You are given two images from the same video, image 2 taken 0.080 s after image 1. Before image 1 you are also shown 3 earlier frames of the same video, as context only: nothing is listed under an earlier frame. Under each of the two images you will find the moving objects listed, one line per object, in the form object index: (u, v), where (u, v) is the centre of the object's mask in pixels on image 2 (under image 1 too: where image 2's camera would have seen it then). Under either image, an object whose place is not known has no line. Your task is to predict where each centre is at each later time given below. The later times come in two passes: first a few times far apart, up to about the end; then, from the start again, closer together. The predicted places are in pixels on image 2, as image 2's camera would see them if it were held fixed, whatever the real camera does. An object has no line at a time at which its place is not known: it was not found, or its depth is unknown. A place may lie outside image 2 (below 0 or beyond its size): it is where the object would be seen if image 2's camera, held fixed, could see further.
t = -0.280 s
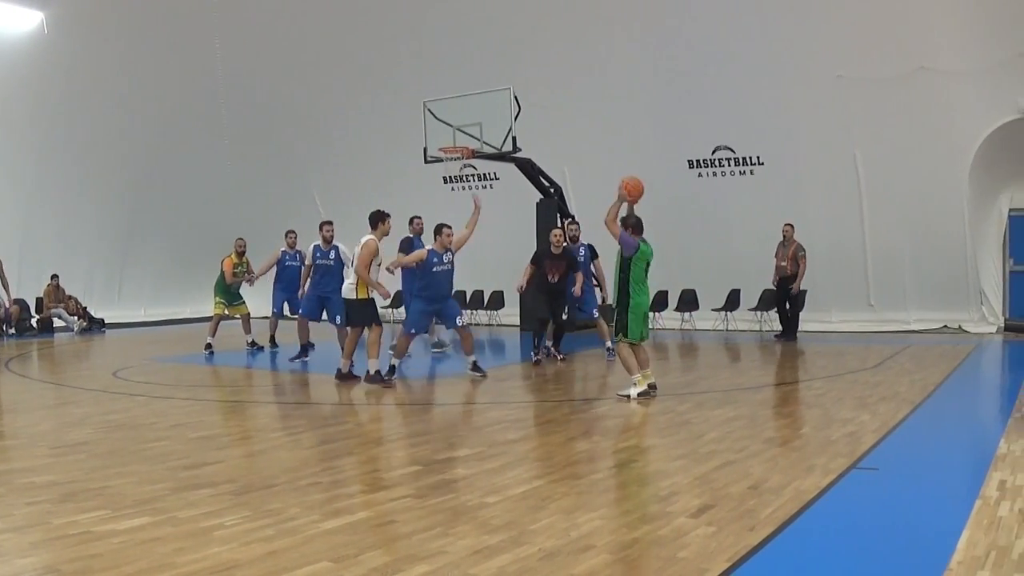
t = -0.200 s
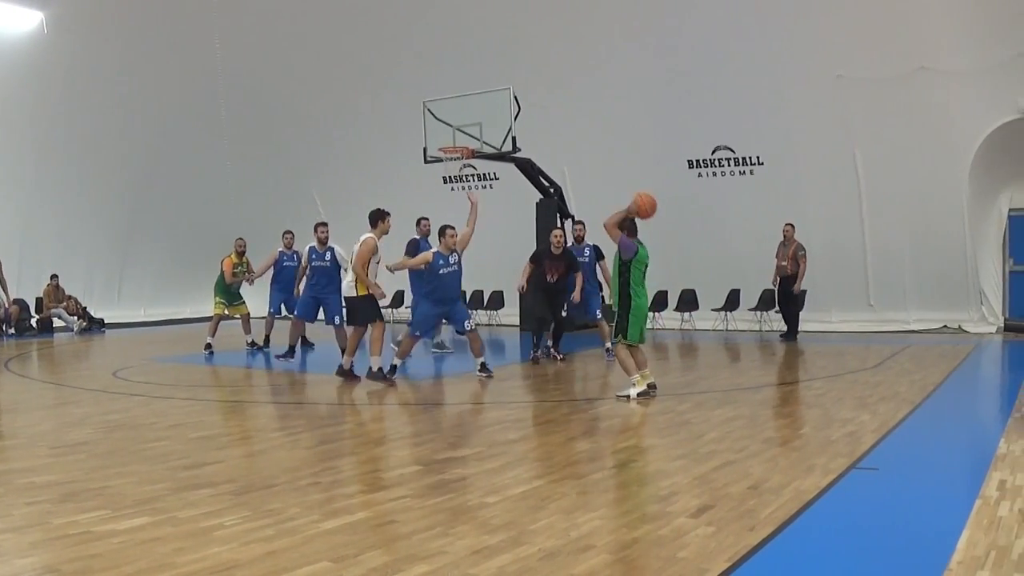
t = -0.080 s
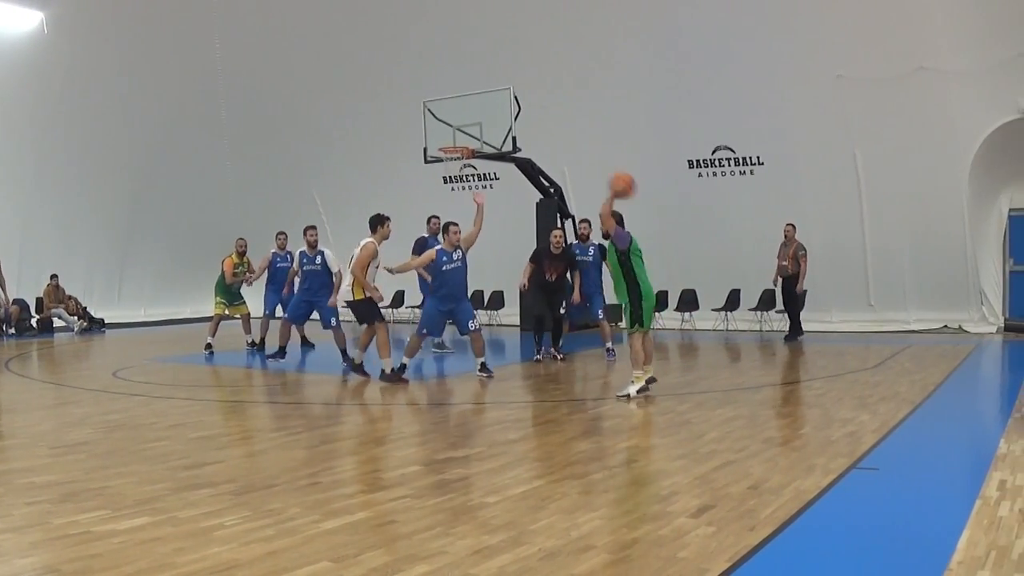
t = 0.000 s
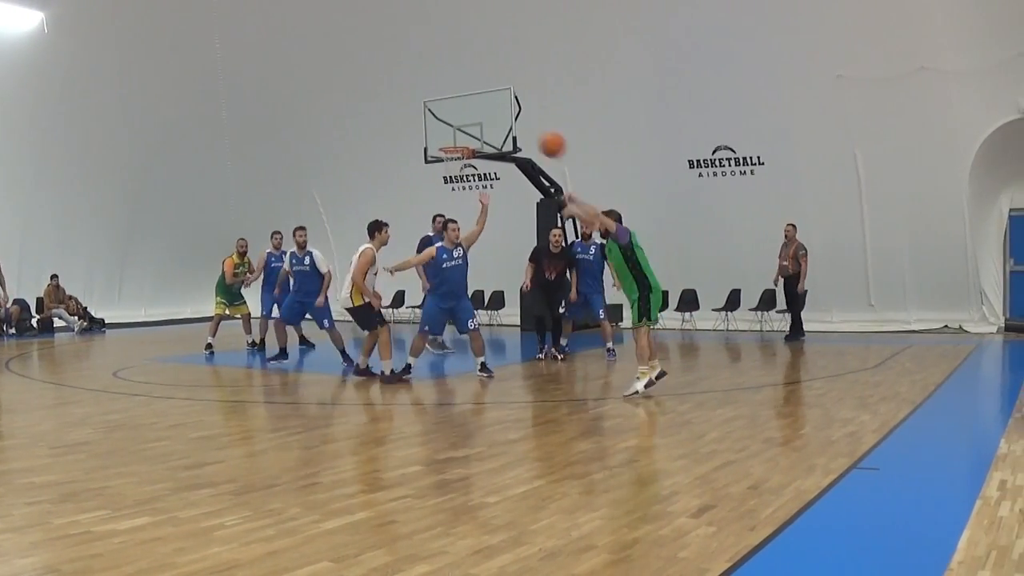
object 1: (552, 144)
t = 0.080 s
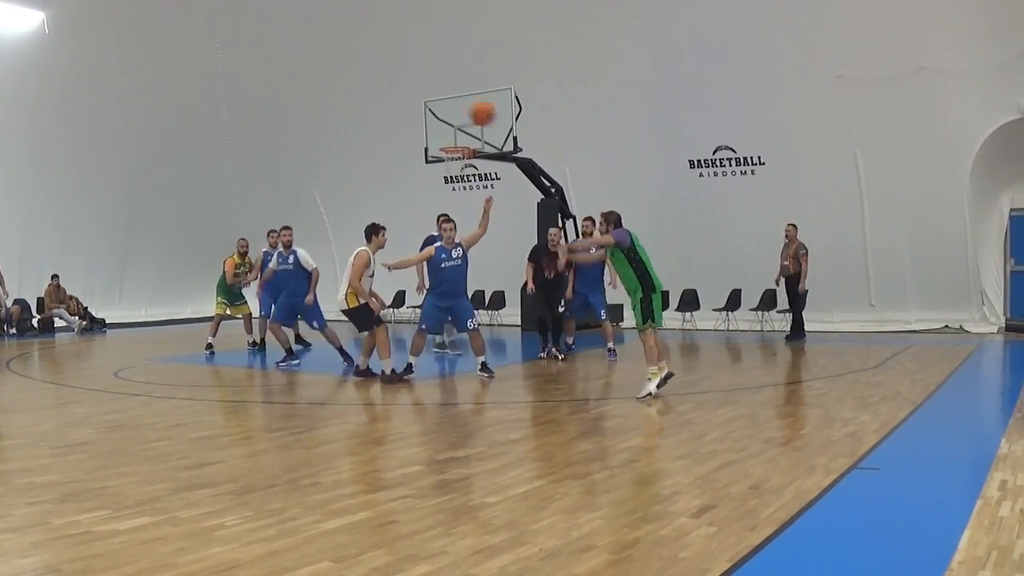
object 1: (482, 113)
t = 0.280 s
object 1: (318, 68)
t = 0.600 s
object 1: (97, 89)
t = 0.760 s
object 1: (7, 132)
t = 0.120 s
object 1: (447, 99)
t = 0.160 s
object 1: (415, 89)
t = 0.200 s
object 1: (381, 81)
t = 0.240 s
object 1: (349, 74)
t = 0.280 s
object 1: (318, 68)
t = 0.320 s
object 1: (288, 66)
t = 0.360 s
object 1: (258, 64)
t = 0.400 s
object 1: (229, 64)
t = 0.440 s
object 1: (200, 67)
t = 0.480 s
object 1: (174, 70)
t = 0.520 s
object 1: (148, 75)
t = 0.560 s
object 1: (122, 82)
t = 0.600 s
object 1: (97, 89)
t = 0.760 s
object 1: (7, 132)
